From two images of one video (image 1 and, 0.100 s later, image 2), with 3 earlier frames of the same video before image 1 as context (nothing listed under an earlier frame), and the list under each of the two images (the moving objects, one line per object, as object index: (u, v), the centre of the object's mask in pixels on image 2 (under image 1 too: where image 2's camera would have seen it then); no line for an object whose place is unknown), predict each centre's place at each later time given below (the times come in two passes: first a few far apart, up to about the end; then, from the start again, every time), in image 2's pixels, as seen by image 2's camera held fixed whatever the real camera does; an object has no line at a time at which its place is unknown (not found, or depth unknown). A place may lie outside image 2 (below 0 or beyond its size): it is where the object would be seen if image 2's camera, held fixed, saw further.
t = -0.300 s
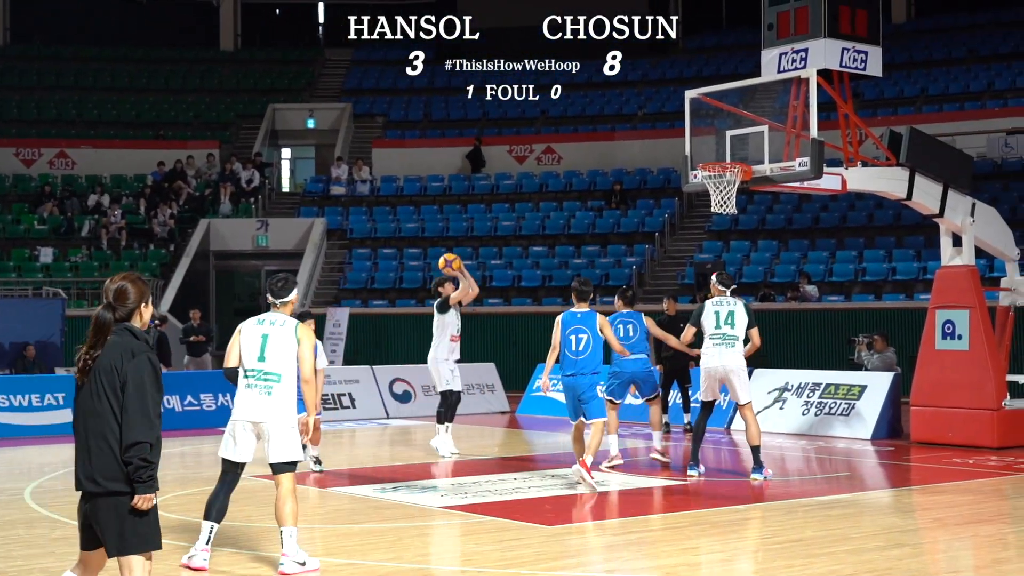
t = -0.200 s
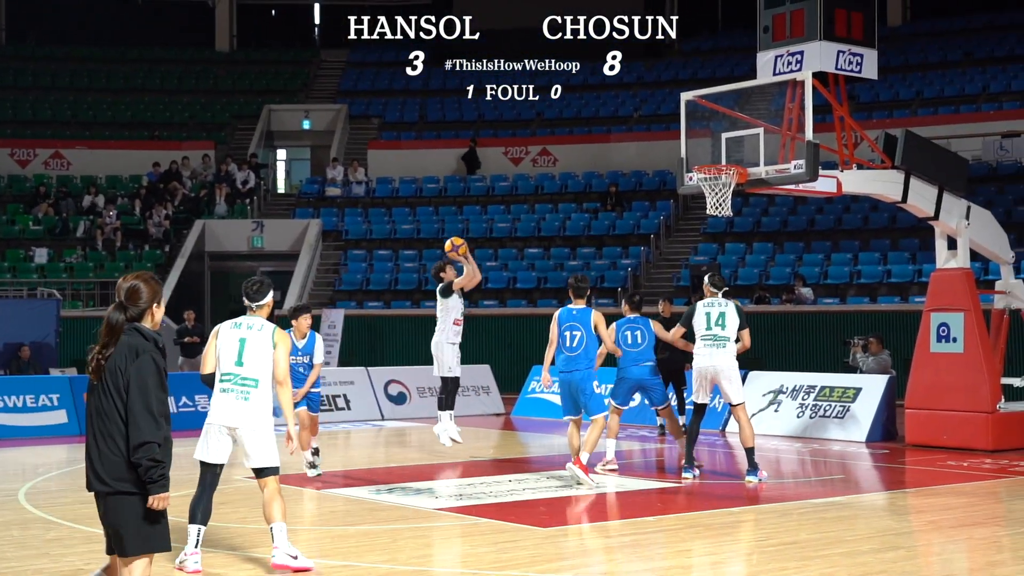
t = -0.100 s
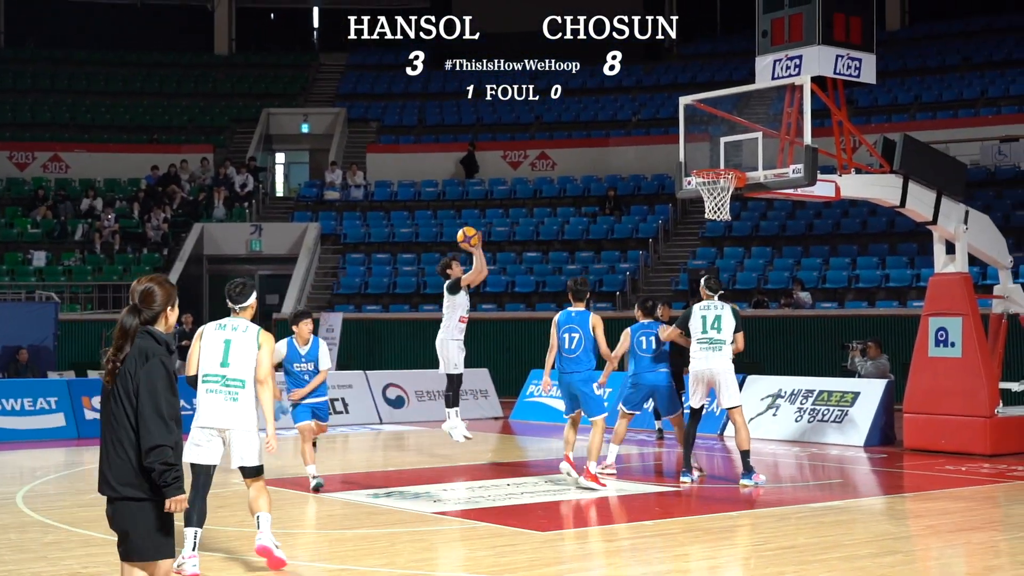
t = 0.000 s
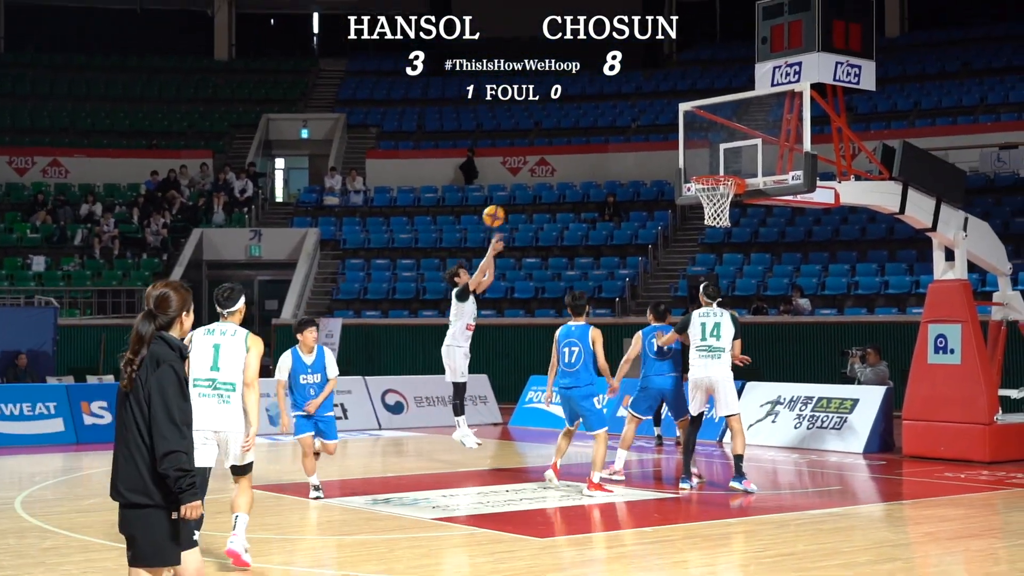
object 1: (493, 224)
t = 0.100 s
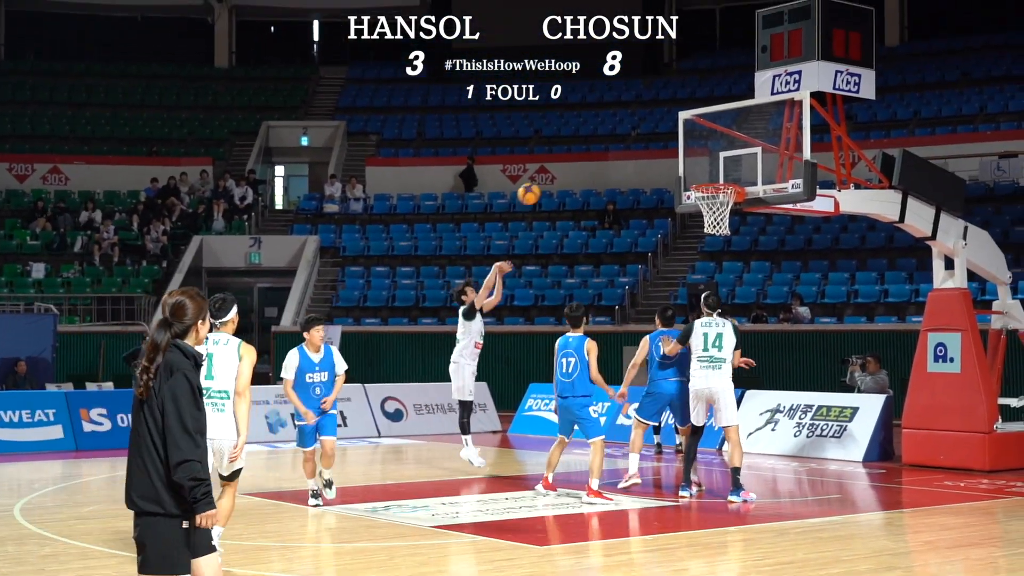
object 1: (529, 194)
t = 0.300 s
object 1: (601, 159)
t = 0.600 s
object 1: (706, 170)
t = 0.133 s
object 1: (541, 186)
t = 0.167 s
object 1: (553, 179)
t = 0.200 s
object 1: (565, 172)
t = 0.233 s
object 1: (577, 167)
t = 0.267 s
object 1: (589, 163)
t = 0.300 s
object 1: (601, 159)
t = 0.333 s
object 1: (613, 156)
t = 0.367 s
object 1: (625, 155)
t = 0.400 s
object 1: (637, 154)
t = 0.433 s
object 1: (649, 155)
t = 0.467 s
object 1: (662, 156)
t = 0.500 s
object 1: (675, 158)
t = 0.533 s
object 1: (687, 161)
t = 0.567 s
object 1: (700, 166)
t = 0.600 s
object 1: (706, 170)
